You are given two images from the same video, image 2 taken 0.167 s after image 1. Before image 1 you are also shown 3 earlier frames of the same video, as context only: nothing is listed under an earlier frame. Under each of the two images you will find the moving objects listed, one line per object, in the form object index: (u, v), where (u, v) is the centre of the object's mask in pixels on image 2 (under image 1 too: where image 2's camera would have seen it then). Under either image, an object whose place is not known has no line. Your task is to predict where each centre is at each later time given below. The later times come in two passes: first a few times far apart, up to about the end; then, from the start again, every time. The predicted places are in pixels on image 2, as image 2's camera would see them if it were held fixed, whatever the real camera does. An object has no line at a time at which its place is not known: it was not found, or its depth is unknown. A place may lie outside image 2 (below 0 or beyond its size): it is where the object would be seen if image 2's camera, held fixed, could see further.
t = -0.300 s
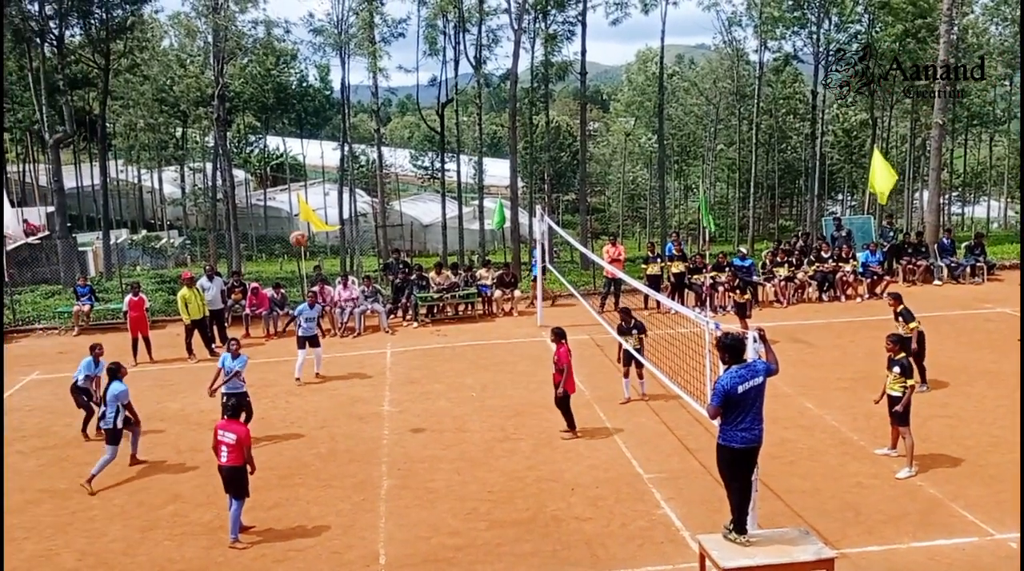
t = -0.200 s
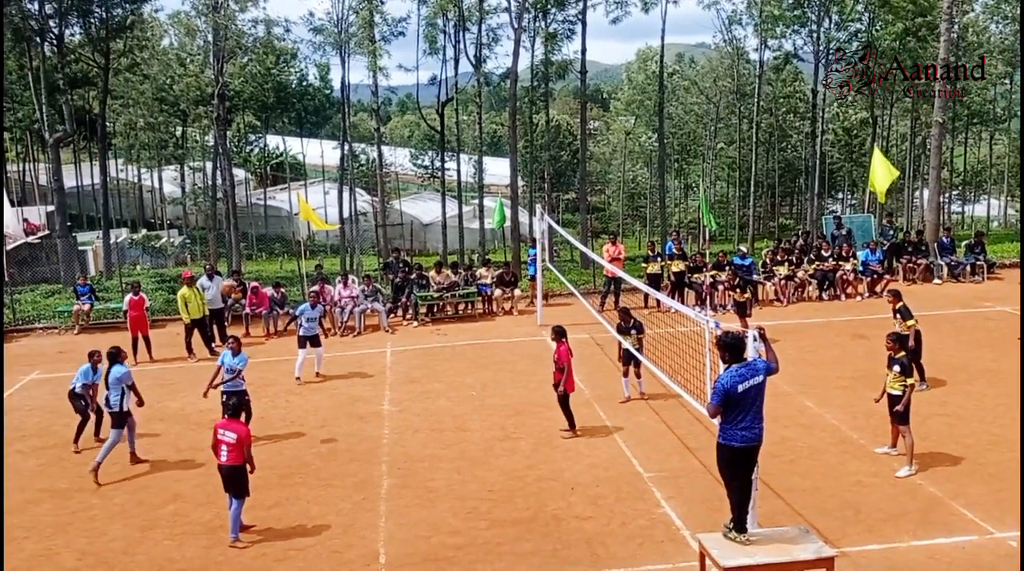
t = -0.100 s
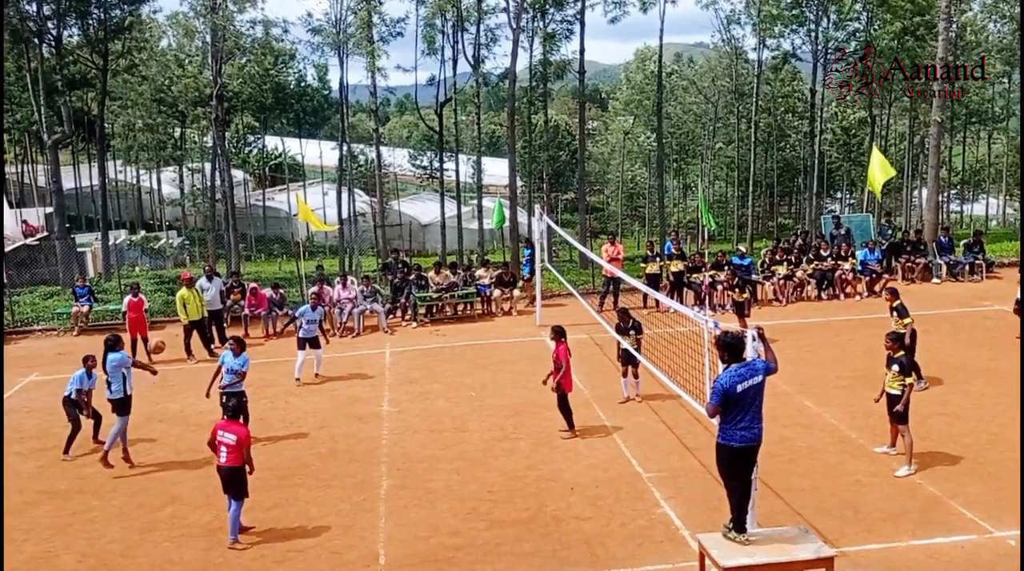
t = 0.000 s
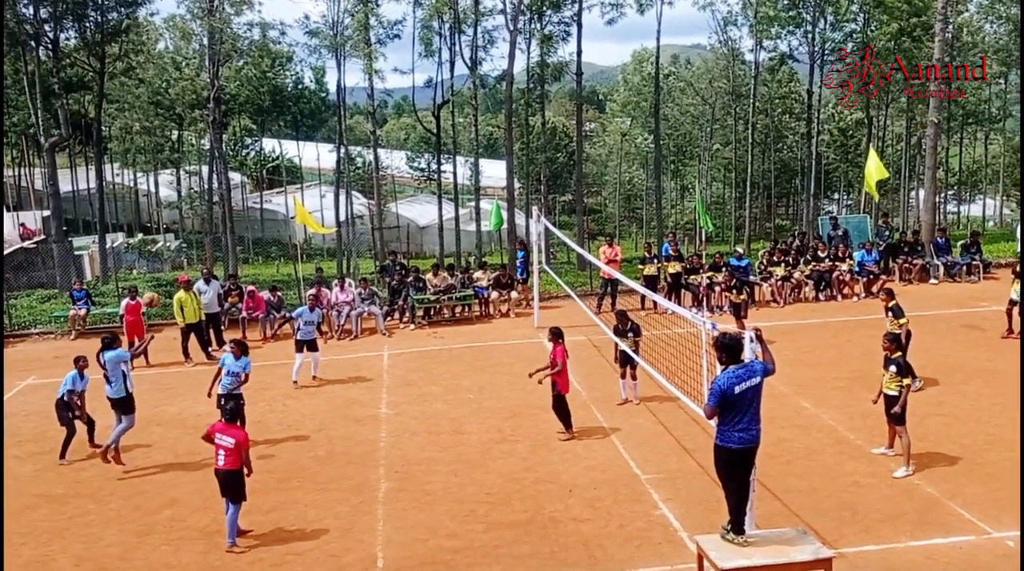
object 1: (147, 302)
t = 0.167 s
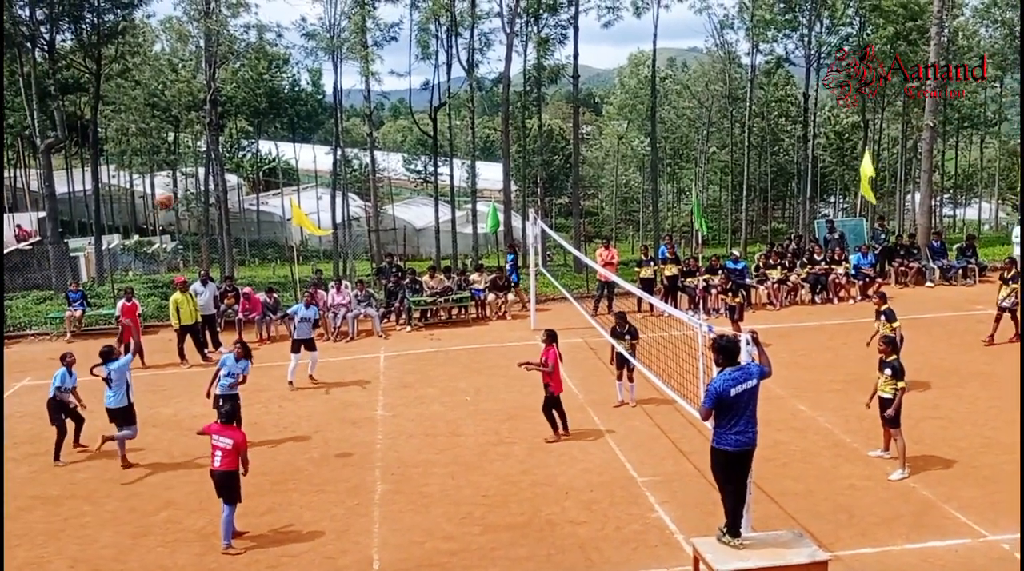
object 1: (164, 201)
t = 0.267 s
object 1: (176, 148)
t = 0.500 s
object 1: (206, 53)
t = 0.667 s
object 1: (231, 10)
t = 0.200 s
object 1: (169, 183)
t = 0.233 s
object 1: (172, 165)
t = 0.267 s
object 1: (176, 148)
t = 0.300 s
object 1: (180, 132)
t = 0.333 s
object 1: (184, 116)
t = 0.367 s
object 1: (189, 103)
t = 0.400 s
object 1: (193, 89)
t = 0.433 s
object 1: (197, 76)
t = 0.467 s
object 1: (202, 64)
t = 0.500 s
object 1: (206, 53)
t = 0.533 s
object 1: (211, 43)
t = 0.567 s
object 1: (215, 35)
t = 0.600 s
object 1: (220, 26)
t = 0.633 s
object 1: (225, 18)
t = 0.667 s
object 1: (231, 10)
